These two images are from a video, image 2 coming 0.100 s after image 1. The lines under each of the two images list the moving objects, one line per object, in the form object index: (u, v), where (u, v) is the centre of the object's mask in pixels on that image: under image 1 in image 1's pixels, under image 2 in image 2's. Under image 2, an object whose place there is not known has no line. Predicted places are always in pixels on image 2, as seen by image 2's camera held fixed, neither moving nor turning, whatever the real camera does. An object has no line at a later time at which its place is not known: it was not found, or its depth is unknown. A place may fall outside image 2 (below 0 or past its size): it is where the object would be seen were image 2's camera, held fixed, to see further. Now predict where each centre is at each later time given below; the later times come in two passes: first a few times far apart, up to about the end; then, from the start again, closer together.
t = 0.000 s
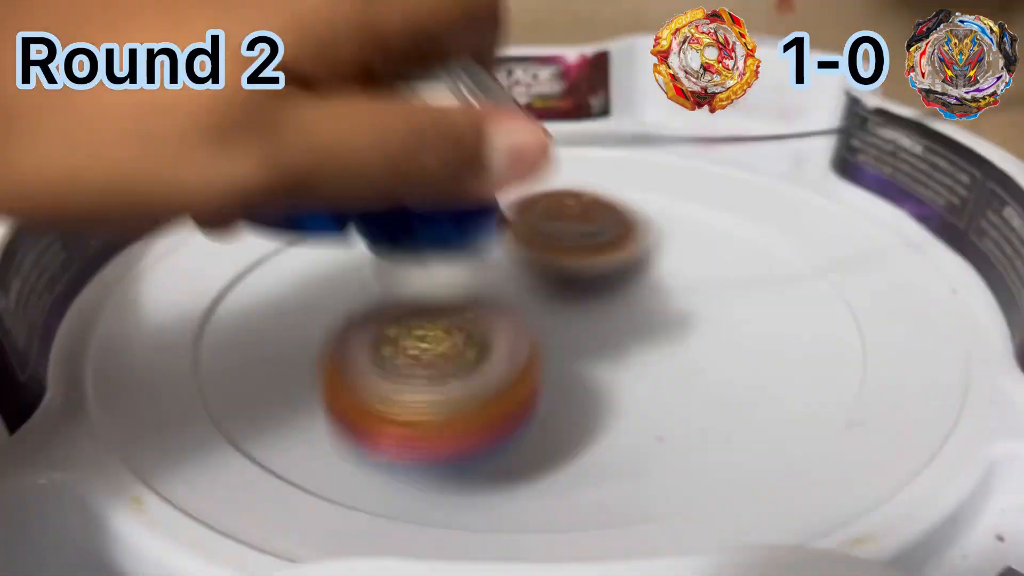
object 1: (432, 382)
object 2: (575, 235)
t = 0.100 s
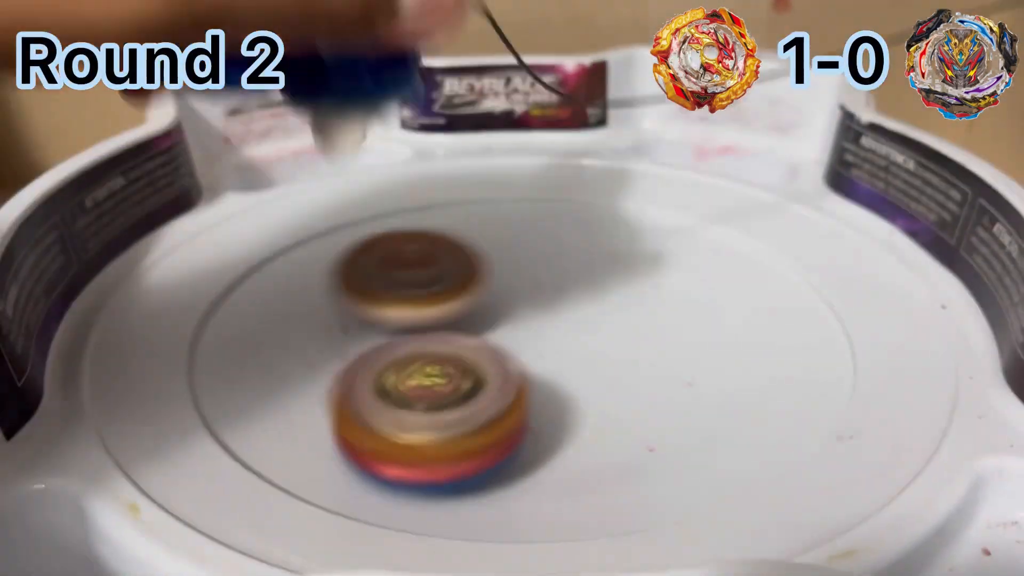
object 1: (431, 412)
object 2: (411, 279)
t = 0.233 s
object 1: (509, 353)
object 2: (261, 330)
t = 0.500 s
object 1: (566, 255)
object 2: (761, 410)
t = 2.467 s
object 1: (787, 203)
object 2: (711, 298)
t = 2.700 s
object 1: (516, 147)
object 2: (527, 235)
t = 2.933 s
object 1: (264, 193)
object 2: (399, 271)
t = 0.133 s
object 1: (447, 399)
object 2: (362, 289)
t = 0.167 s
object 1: (466, 386)
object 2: (318, 300)
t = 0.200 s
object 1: (487, 370)
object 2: (284, 314)
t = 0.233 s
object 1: (509, 353)
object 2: (261, 330)
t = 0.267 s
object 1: (532, 336)
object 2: (257, 349)
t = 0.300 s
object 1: (553, 321)
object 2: (272, 373)
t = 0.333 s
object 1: (567, 307)
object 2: (306, 398)
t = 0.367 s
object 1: (575, 293)
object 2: (369, 422)
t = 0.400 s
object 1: (579, 281)
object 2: (453, 441)
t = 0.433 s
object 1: (578, 271)
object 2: (552, 450)
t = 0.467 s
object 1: (573, 262)
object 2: (661, 440)
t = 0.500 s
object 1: (566, 255)
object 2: (761, 410)
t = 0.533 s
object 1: (554, 249)
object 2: (825, 367)
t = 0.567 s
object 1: (539, 246)
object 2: (855, 325)
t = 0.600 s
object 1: (523, 246)
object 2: (860, 281)
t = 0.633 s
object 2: (840, 243)
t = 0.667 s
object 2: (815, 207)
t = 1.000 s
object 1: (502, 349)
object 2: (257, 186)
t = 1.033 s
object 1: (537, 353)
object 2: (251, 239)
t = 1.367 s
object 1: (623, 279)
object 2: (912, 321)
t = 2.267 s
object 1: (903, 331)
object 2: (578, 387)
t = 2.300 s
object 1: (905, 305)
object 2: (631, 381)
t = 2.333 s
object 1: (896, 281)
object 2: (681, 367)
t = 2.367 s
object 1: (878, 259)
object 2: (722, 346)
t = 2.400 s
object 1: (857, 238)
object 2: (753, 319)
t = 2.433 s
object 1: (828, 214)
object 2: (736, 308)
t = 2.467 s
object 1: (787, 203)
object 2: (711, 298)
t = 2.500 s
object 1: (747, 186)
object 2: (686, 286)
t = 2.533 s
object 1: (708, 173)
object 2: (662, 273)
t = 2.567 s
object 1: (670, 163)
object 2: (635, 261)
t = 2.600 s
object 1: (633, 155)
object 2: (609, 252)
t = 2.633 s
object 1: (594, 147)
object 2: (581, 244)
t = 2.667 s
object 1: (555, 145)
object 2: (553, 238)
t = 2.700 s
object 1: (516, 147)
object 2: (527, 235)
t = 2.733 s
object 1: (476, 148)
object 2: (502, 233)
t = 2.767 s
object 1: (435, 150)
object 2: (477, 233)
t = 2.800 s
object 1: (398, 156)
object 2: (456, 236)
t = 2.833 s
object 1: (360, 163)
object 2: (436, 242)
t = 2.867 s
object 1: (325, 170)
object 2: (421, 250)
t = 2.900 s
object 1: (294, 179)
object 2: (408, 260)
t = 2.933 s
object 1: (264, 193)
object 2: (399, 271)
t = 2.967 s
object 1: (236, 206)
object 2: (395, 284)
